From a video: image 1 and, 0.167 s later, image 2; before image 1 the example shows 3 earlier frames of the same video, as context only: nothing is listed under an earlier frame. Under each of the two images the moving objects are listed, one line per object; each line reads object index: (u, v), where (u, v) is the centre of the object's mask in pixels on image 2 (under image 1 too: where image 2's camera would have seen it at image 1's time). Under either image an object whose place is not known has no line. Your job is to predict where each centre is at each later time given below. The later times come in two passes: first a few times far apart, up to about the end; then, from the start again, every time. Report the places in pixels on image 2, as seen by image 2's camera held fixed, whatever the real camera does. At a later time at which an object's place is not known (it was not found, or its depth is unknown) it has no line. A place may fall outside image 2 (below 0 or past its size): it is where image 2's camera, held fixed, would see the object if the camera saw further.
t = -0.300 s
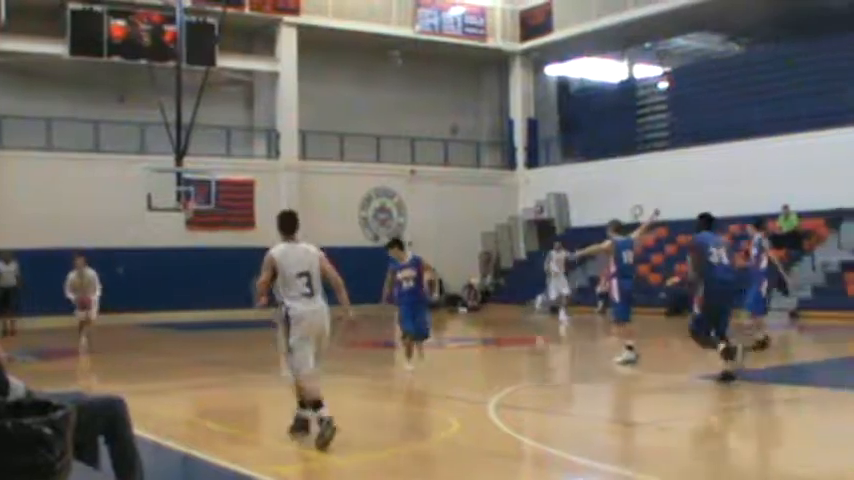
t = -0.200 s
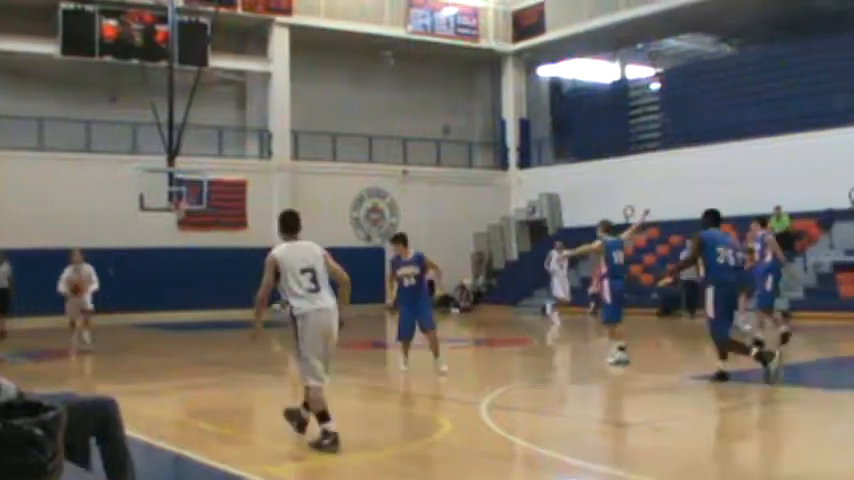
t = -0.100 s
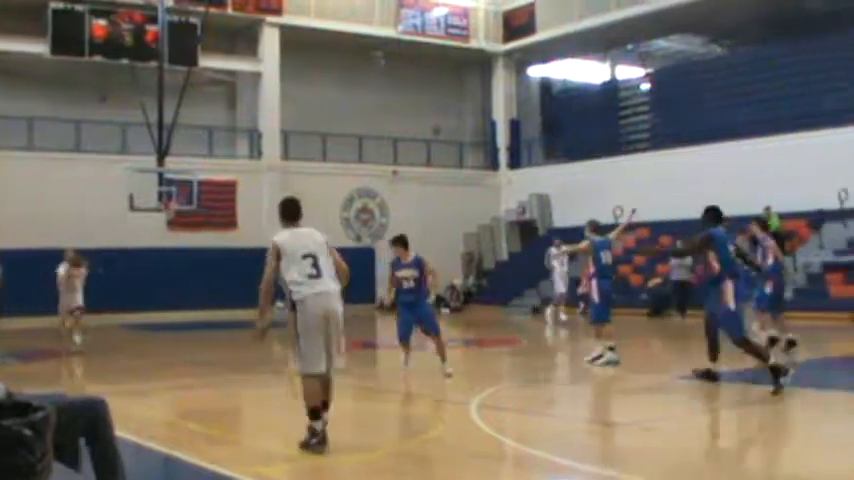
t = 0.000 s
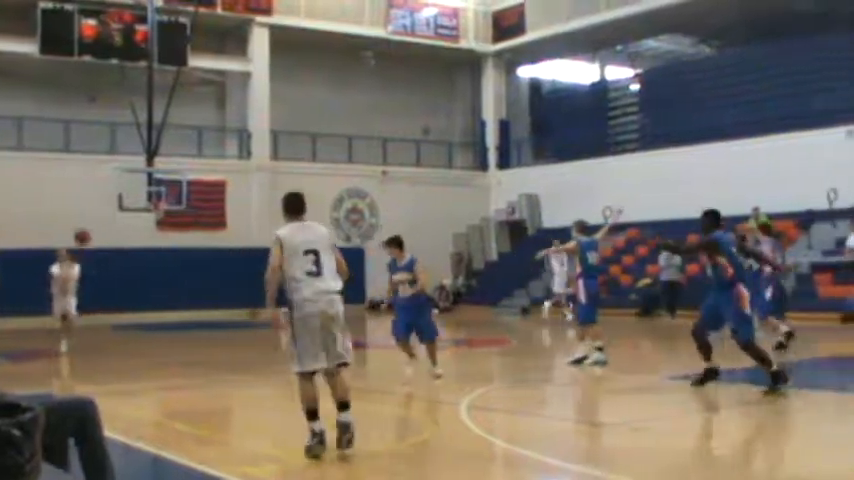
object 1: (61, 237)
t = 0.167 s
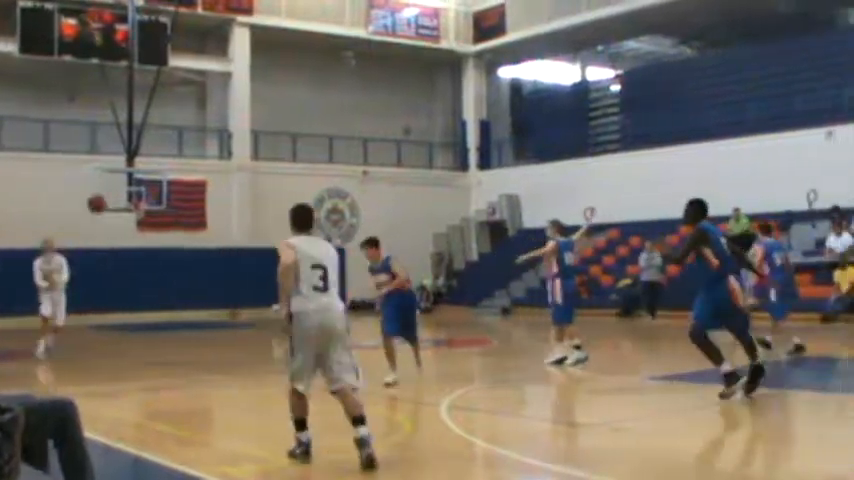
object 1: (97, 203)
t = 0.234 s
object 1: (113, 194)
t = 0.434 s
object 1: (177, 179)
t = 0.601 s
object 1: (251, 198)
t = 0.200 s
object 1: (104, 199)
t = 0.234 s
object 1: (113, 194)
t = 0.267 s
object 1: (122, 189)
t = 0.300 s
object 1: (132, 184)
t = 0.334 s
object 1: (140, 183)
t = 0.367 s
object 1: (154, 182)
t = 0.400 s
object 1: (165, 180)
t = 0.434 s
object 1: (177, 179)
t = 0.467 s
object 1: (189, 179)
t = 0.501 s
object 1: (204, 182)
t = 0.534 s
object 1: (218, 186)
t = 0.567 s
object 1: (234, 191)
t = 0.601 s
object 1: (251, 198)
